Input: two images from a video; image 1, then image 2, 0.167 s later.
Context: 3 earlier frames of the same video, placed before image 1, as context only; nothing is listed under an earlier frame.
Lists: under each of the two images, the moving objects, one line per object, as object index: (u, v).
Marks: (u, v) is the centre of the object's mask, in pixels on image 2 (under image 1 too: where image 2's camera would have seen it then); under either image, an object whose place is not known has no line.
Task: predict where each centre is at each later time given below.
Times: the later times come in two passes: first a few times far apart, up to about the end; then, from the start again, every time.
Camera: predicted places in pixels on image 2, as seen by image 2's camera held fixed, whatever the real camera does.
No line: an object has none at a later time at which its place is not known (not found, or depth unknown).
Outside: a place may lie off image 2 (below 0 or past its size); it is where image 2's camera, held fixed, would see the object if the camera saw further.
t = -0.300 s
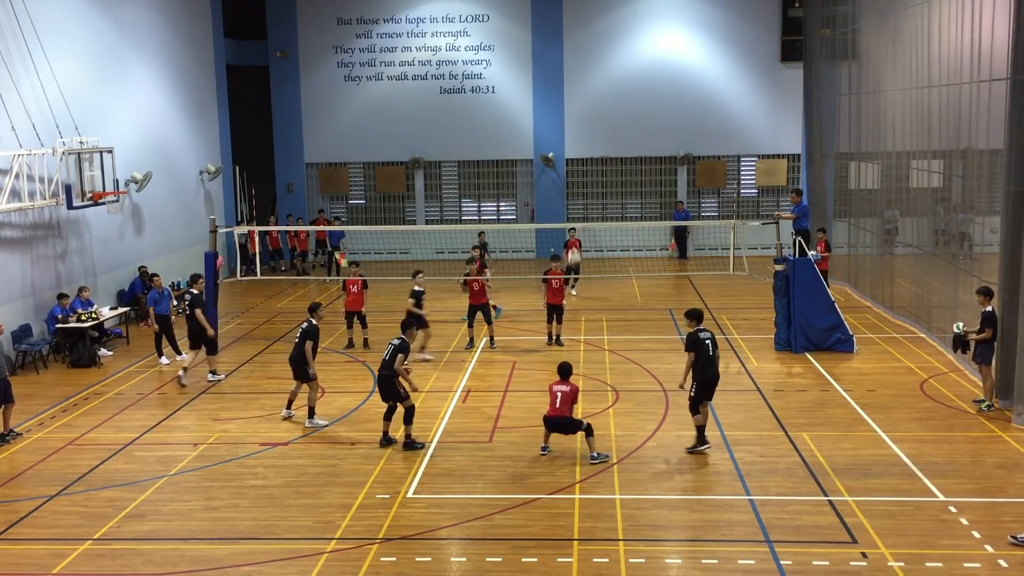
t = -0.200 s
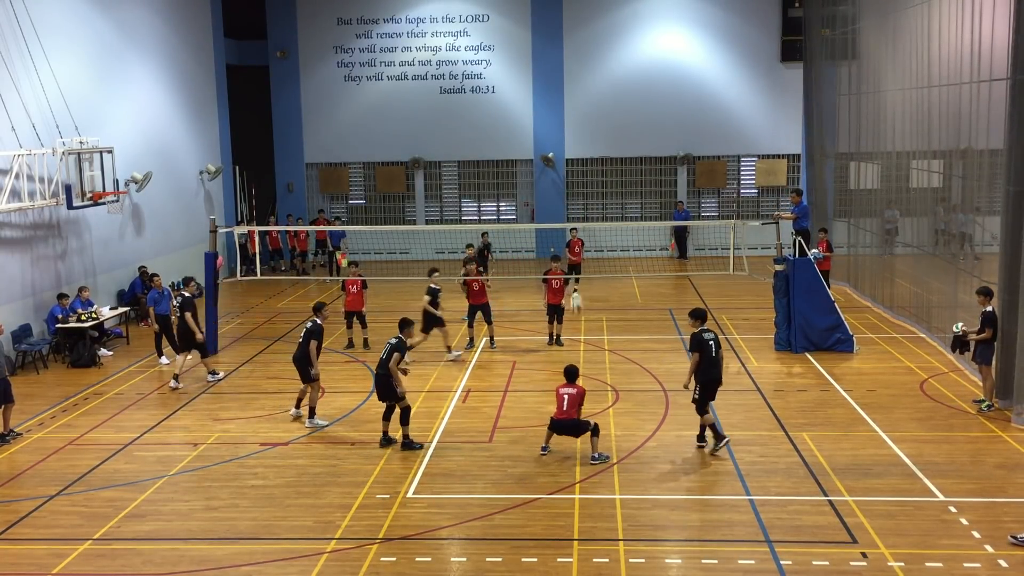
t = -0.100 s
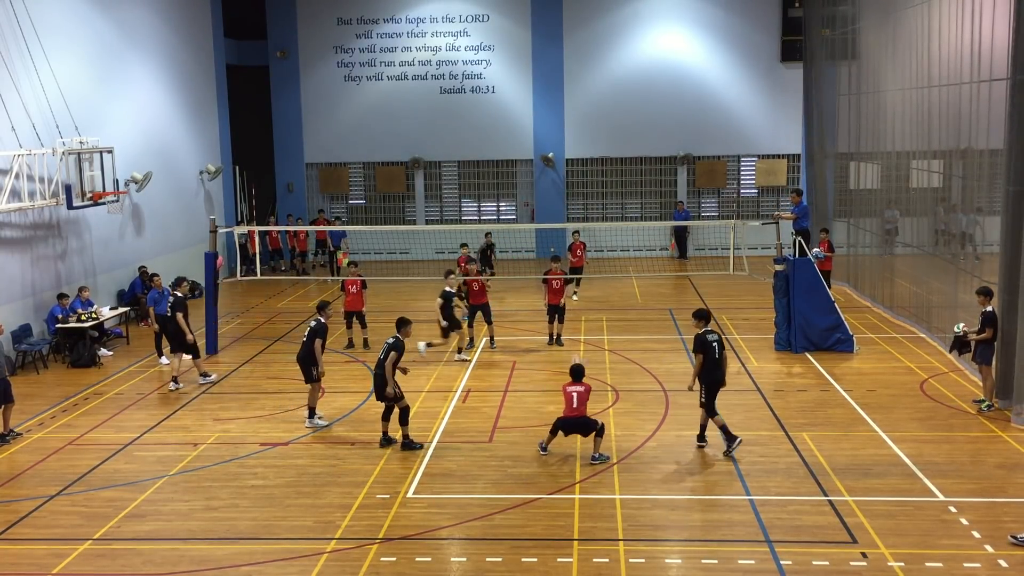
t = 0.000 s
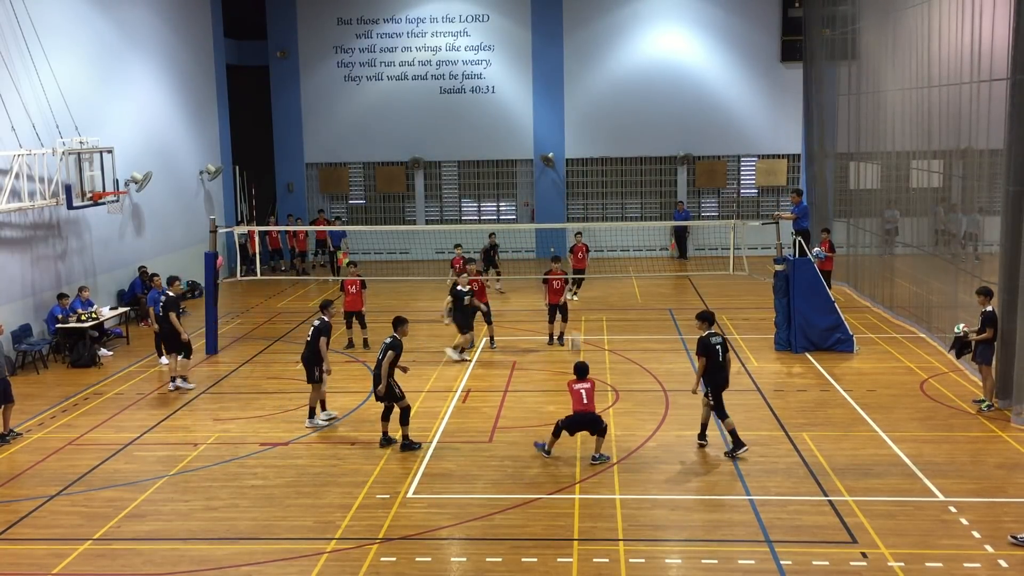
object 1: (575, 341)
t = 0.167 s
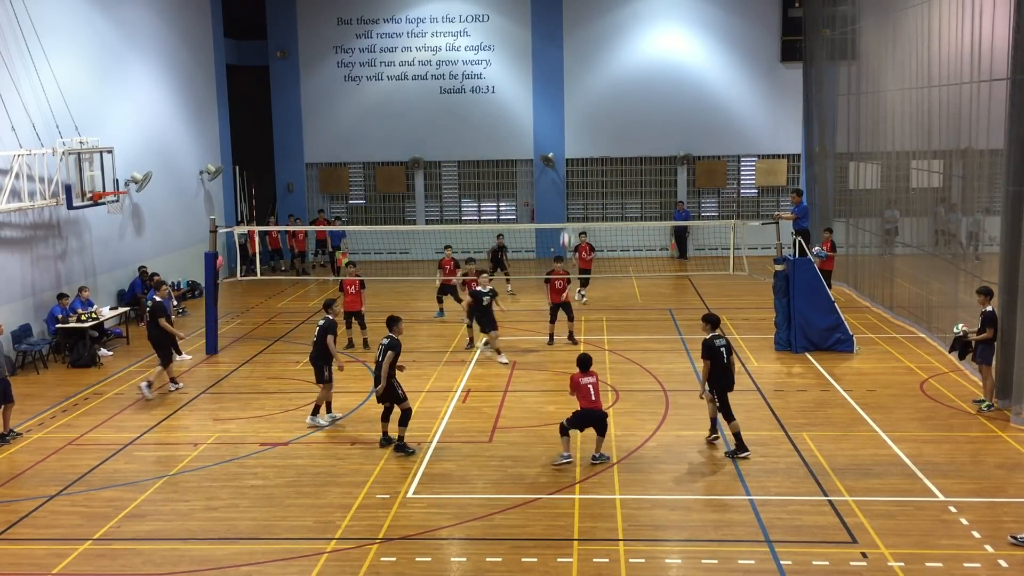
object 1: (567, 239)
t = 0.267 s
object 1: (562, 189)
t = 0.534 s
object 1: (551, 101)
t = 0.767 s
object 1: (544, 67)
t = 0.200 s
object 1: (566, 221)
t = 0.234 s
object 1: (564, 204)
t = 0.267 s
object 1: (562, 189)
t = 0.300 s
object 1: (560, 175)
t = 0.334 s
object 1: (559, 161)
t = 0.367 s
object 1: (557, 149)
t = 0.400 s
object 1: (557, 138)
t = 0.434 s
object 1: (555, 127)
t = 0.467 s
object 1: (554, 117)
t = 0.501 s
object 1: (552, 109)
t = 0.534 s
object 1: (551, 101)
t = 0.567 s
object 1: (550, 93)
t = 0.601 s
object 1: (549, 88)
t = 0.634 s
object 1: (548, 82)
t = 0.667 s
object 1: (546, 77)
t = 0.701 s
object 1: (545, 73)
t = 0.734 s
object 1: (544, 69)
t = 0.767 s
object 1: (544, 67)
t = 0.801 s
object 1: (543, 65)
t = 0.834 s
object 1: (541, 64)
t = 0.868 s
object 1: (540, 64)
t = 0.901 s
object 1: (540, 64)
